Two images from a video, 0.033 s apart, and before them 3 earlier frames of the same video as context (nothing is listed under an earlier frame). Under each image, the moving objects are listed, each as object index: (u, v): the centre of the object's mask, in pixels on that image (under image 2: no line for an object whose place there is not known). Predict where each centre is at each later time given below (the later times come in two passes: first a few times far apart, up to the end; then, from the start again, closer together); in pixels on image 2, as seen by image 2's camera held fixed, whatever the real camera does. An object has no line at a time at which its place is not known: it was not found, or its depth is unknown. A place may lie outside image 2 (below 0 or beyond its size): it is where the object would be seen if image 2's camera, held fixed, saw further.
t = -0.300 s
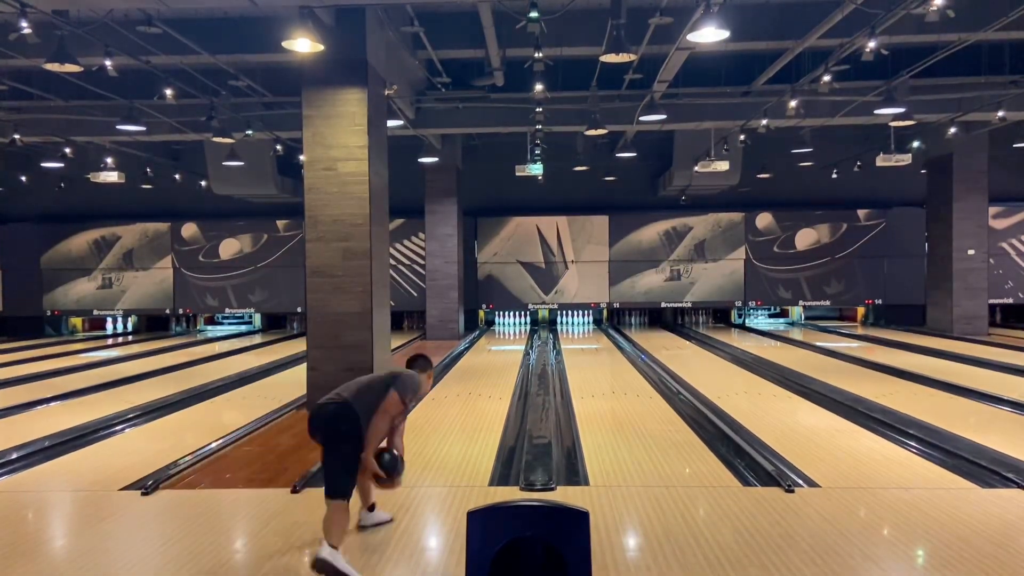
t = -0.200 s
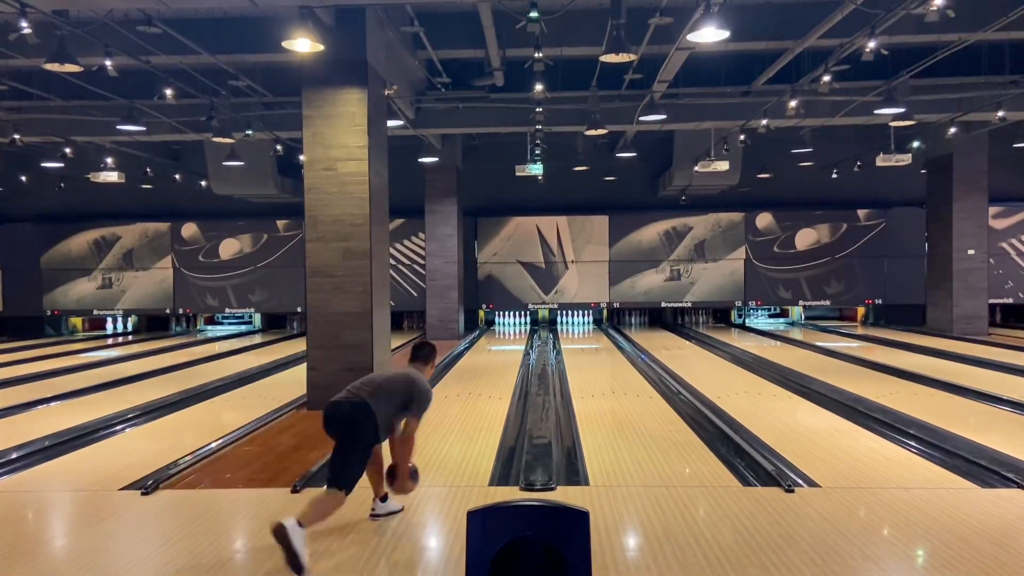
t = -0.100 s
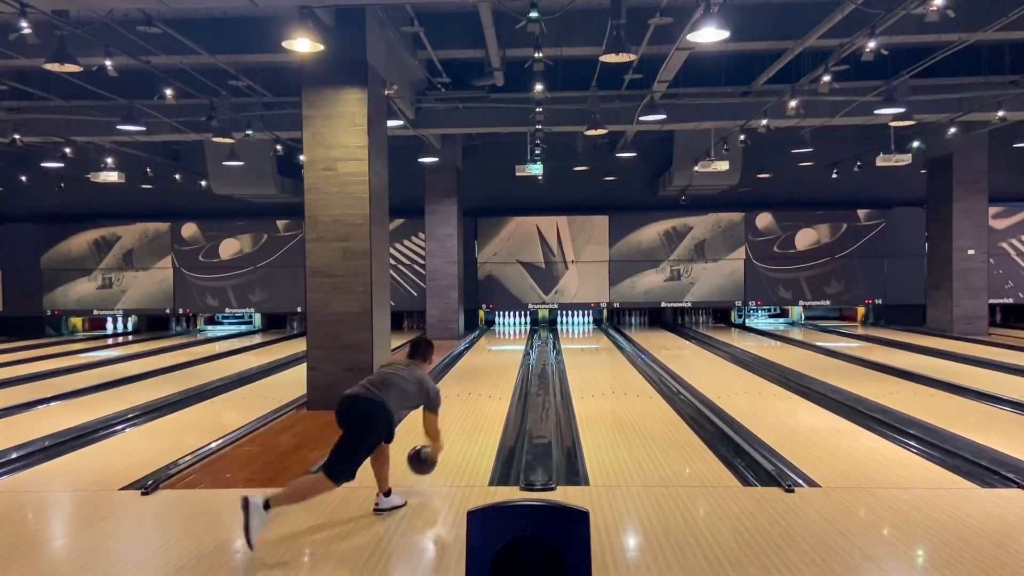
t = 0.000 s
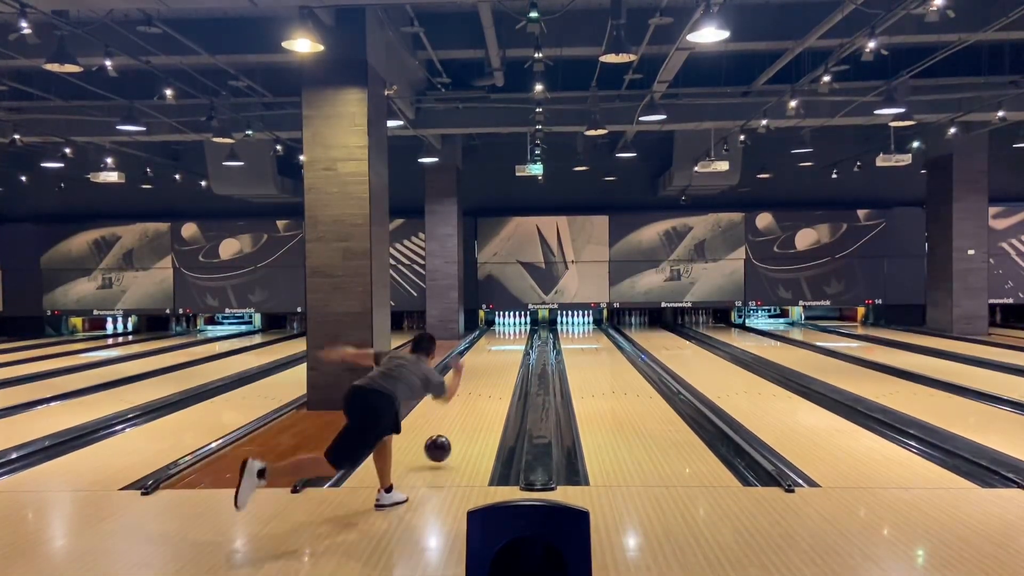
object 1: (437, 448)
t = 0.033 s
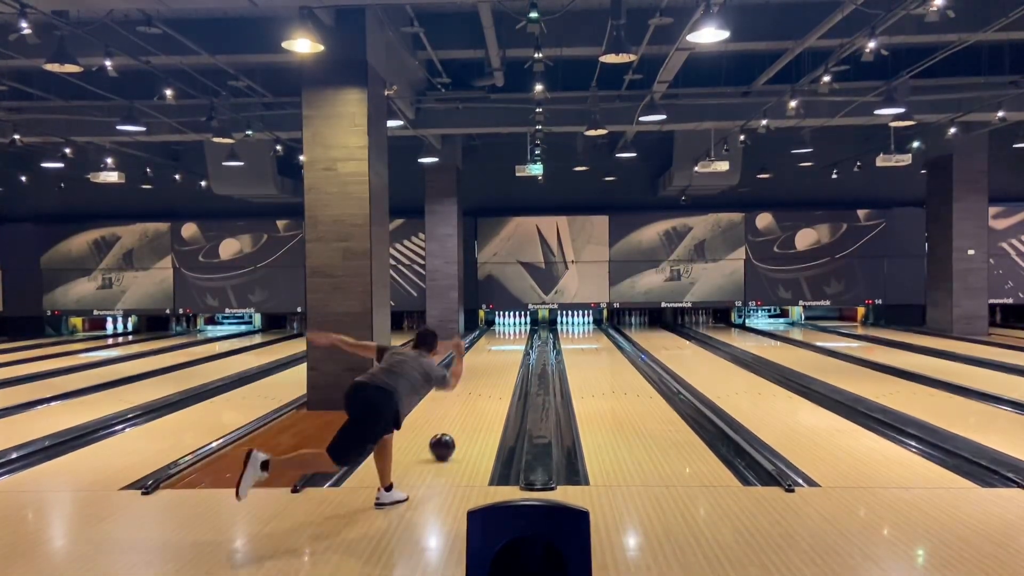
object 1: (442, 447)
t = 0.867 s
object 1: (497, 361)
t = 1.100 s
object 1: (504, 355)
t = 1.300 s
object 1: (508, 348)
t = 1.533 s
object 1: (512, 341)
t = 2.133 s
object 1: (516, 329)
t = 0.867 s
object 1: (497, 361)
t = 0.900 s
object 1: (498, 360)
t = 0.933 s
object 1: (499, 359)
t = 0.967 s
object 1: (500, 358)
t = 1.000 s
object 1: (501, 357)
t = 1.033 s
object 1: (502, 355)
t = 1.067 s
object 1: (502, 354)
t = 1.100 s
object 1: (504, 355)
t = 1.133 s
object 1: (505, 353)
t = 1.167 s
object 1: (506, 352)
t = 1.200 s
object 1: (506, 351)
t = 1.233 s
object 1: (507, 350)
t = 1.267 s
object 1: (508, 349)
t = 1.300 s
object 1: (508, 348)
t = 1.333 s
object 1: (508, 347)
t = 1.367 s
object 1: (510, 346)
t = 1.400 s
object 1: (510, 344)
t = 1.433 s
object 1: (511, 343)
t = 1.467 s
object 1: (512, 342)
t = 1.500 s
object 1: (512, 342)
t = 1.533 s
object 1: (512, 341)
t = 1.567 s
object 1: (513, 340)
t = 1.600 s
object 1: (513, 339)
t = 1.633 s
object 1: (514, 338)
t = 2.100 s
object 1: (515, 329)
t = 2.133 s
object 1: (516, 329)
